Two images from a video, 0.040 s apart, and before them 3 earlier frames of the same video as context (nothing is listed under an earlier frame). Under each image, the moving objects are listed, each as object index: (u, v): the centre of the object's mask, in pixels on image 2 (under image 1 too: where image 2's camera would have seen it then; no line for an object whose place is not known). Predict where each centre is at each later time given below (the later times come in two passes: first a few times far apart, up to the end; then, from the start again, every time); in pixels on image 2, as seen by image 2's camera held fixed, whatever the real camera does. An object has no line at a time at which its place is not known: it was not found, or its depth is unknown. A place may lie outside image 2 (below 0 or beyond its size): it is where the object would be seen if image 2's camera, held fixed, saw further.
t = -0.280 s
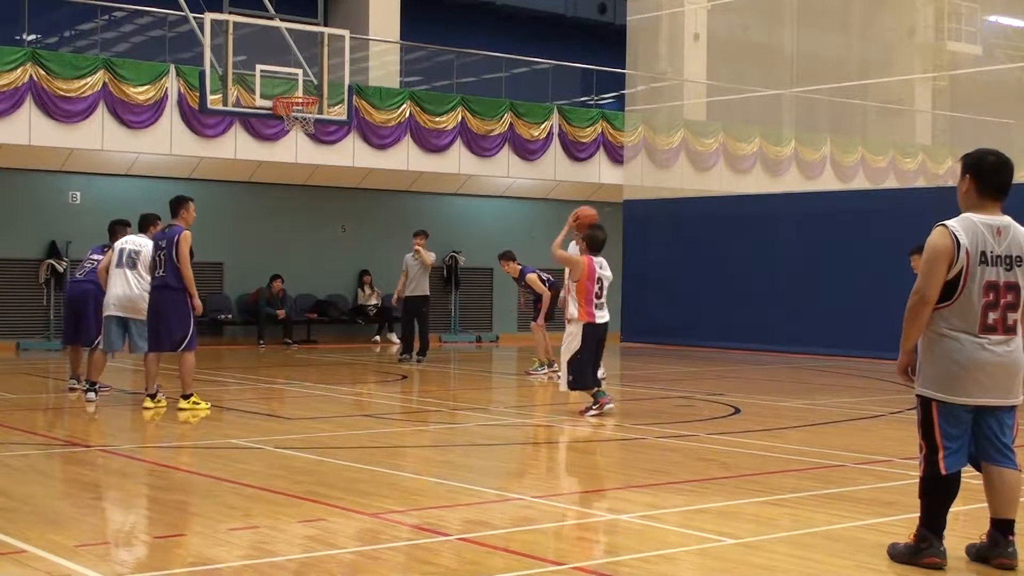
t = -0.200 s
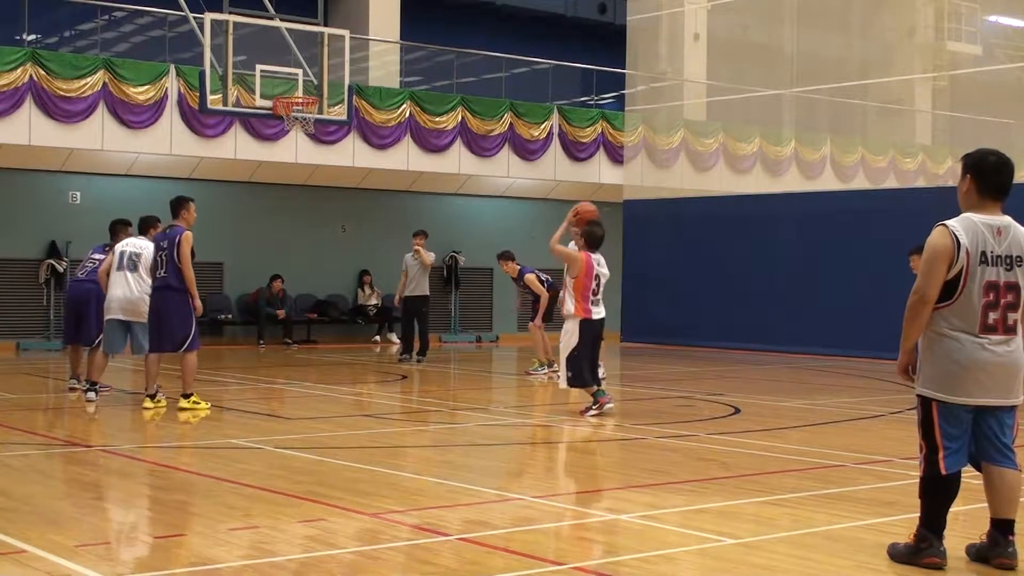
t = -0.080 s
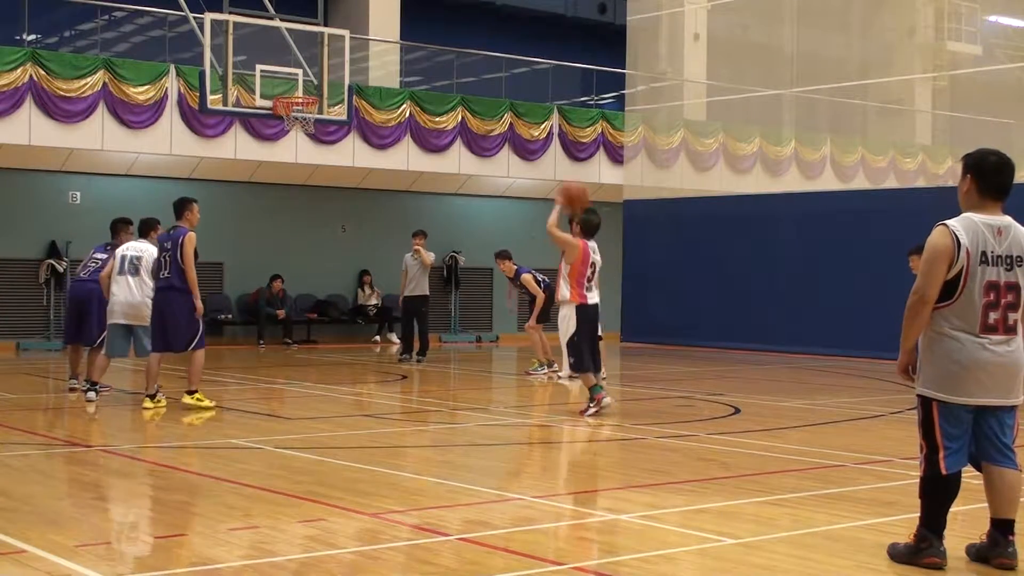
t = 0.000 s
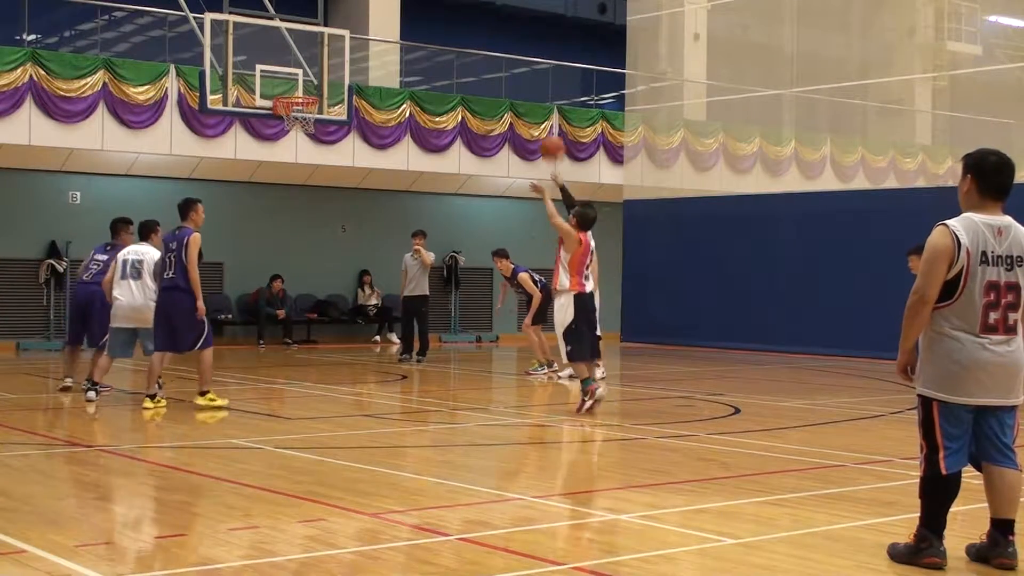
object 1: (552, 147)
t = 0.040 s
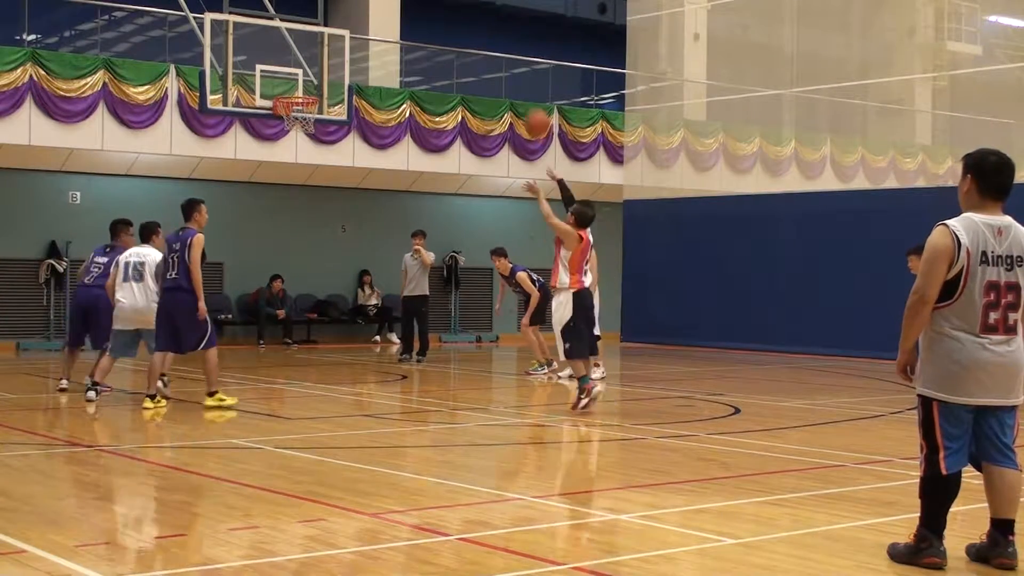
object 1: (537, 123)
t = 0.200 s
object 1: (489, 55)
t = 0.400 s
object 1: (433, 14)
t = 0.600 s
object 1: (382, 14)
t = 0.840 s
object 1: (327, 59)
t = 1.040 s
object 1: (288, 67)
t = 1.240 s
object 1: (269, 37)
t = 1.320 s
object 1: (263, 32)
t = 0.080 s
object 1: (525, 103)
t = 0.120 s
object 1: (512, 86)
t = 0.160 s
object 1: (500, 69)
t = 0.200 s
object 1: (489, 55)
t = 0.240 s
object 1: (477, 45)
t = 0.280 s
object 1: (465, 34)
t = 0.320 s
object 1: (454, 25)
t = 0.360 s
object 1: (443, 19)
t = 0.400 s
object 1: (433, 14)
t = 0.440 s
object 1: (422, 12)
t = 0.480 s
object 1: (412, 11)
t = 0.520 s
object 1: (402, 10)
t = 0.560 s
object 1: (392, 11)
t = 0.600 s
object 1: (382, 14)
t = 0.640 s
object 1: (372, 18)
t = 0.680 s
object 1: (362, 23)
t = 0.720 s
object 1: (354, 29)
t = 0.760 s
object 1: (345, 38)
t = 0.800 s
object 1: (335, 48)
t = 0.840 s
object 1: (327, 59)
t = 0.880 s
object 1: (318, 70)
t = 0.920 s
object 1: (310, 84)
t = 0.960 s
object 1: (304, 88)
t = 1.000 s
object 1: (296, 77)
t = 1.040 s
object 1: (288, 67)
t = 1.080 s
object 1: (282, 58)
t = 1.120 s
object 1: (276, 49)
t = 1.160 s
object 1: (274, 44)
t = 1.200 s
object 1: (271, 40)
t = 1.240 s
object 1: (269, 37)
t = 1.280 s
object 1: (265, 34)
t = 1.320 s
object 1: (263, 32)
